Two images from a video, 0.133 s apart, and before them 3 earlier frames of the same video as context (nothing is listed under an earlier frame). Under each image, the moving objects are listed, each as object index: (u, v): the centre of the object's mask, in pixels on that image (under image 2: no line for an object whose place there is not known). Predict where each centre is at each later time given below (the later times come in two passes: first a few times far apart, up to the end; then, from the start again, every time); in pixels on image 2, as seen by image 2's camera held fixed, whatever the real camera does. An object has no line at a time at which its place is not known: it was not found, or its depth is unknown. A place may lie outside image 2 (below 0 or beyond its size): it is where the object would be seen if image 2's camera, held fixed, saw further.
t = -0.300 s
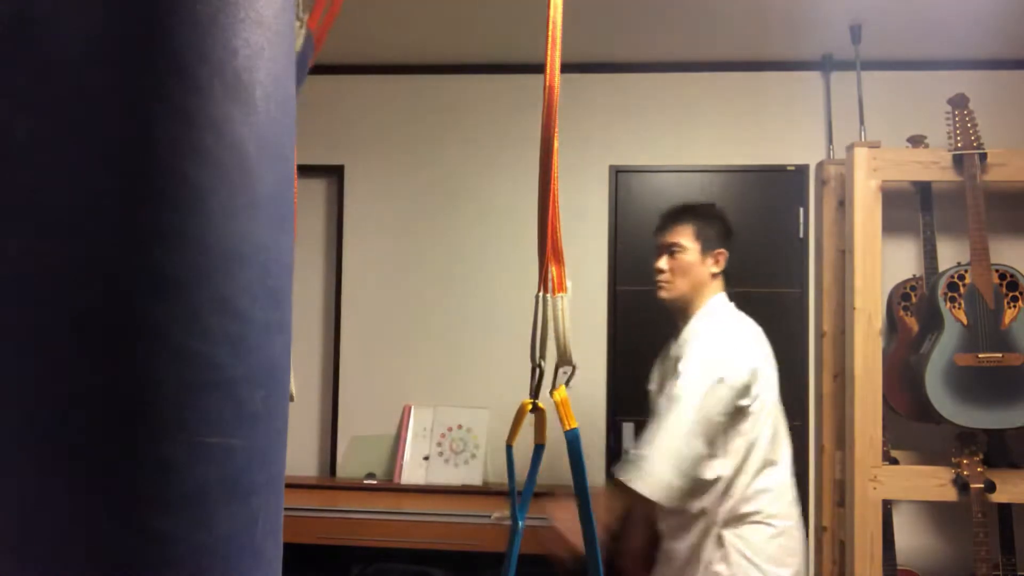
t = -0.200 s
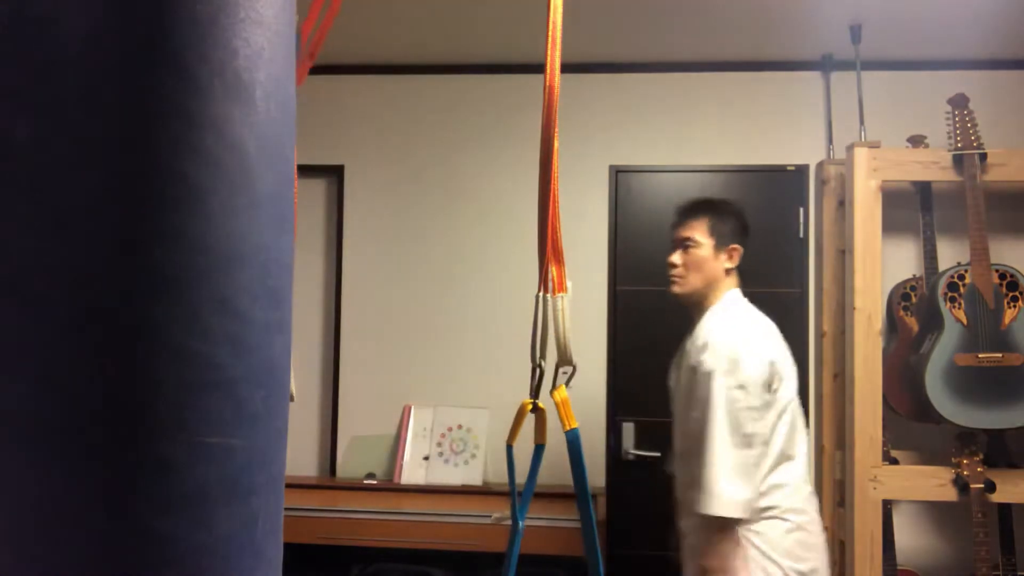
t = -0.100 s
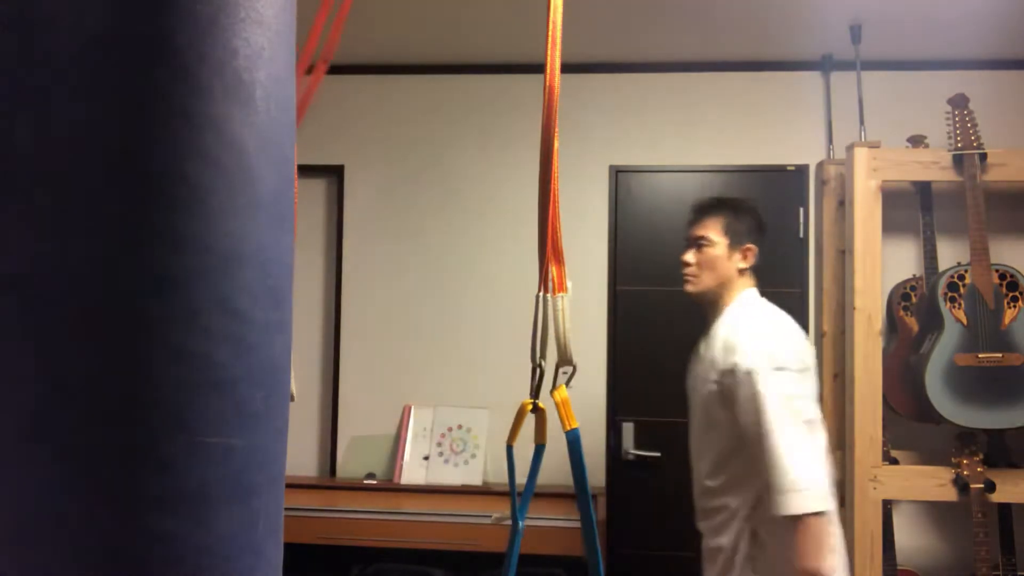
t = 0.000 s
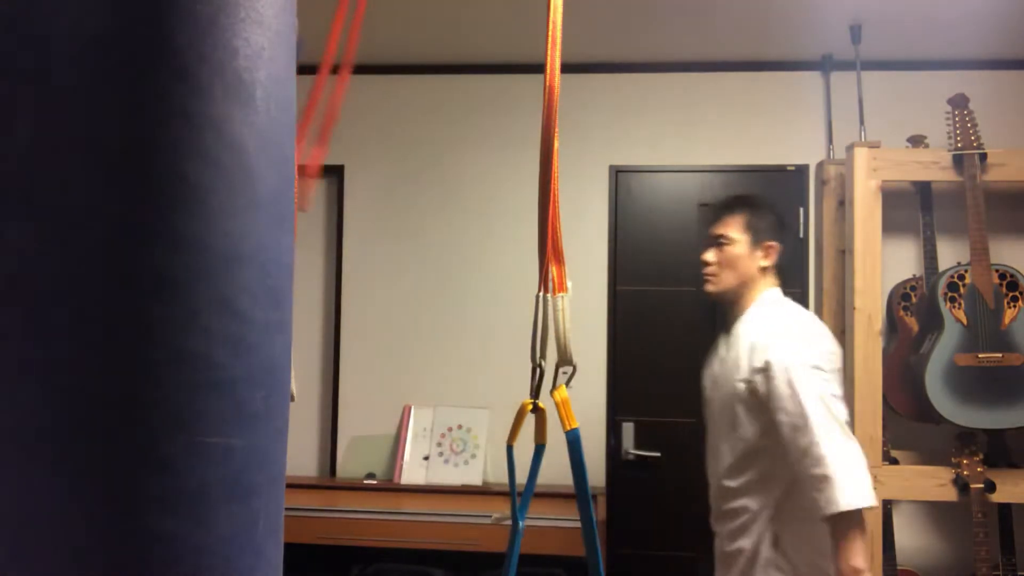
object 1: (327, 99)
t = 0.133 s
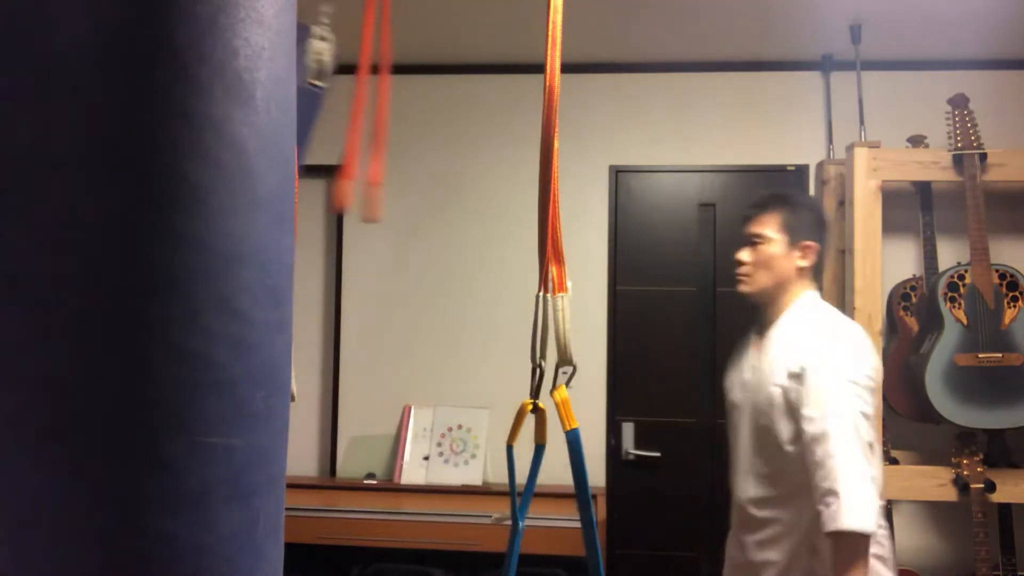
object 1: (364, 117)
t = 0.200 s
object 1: (393, 120)
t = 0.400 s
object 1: (466, 113)
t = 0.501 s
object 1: (491, 114)
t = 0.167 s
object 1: (378, 118)
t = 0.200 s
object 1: (393, 120)
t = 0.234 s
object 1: (407, 119)
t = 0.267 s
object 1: (420, 118)
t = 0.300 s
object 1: (433, 116)
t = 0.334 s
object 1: (444, 116)
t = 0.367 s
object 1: (455, 115)
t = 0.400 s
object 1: (466, 113)
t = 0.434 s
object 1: (475, 113)
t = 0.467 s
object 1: (483, 112)
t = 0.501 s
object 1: (491, 114)
